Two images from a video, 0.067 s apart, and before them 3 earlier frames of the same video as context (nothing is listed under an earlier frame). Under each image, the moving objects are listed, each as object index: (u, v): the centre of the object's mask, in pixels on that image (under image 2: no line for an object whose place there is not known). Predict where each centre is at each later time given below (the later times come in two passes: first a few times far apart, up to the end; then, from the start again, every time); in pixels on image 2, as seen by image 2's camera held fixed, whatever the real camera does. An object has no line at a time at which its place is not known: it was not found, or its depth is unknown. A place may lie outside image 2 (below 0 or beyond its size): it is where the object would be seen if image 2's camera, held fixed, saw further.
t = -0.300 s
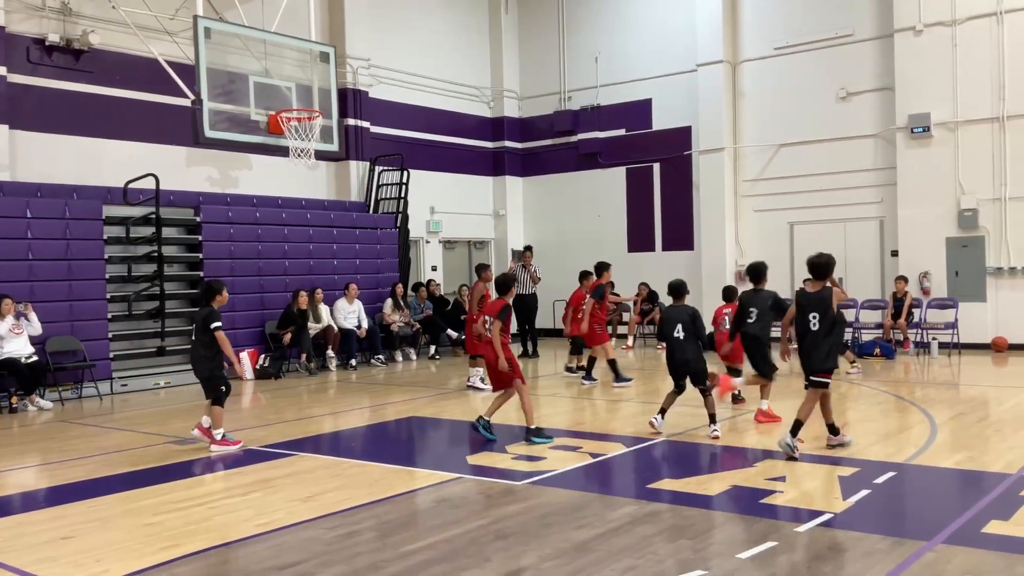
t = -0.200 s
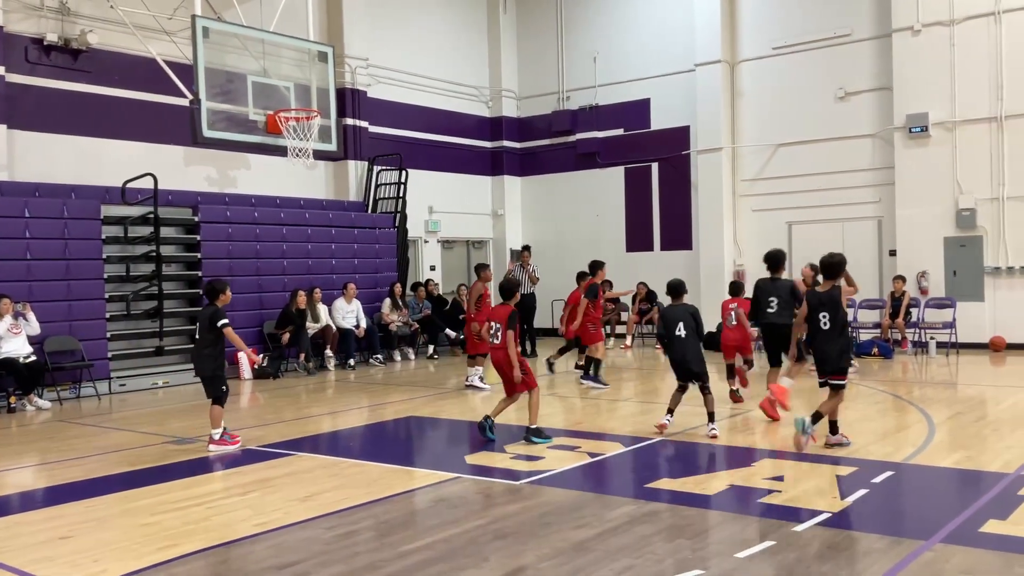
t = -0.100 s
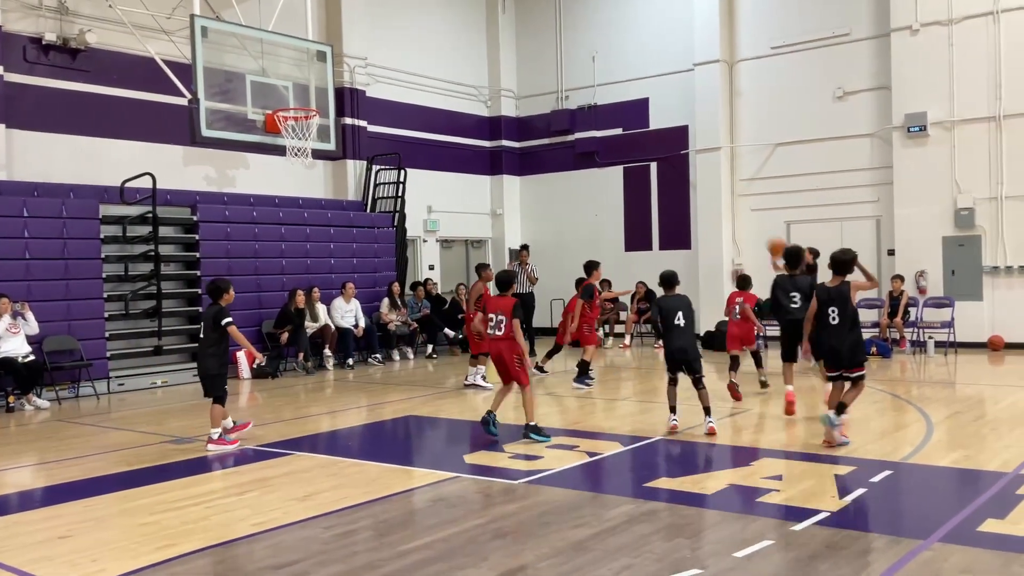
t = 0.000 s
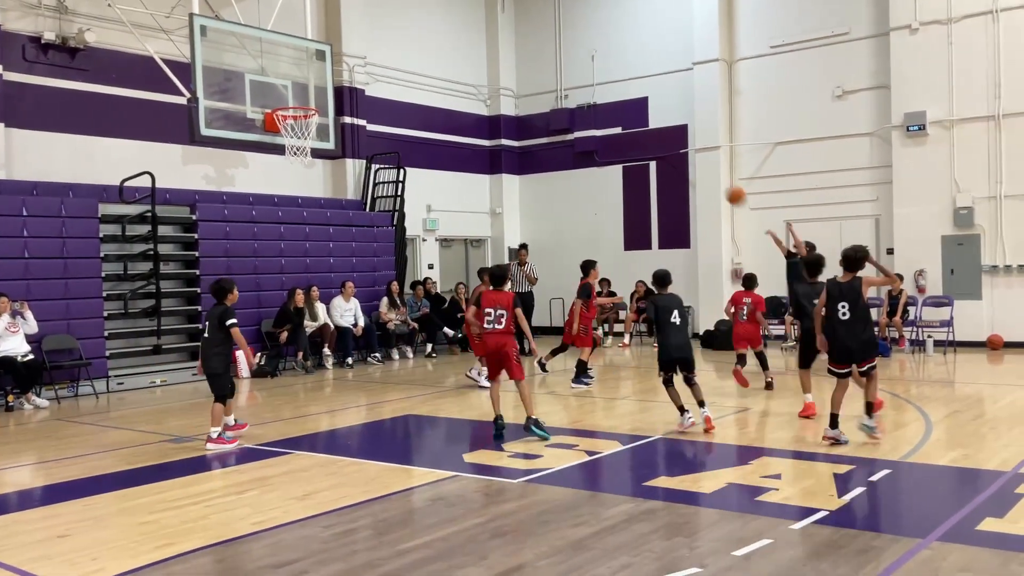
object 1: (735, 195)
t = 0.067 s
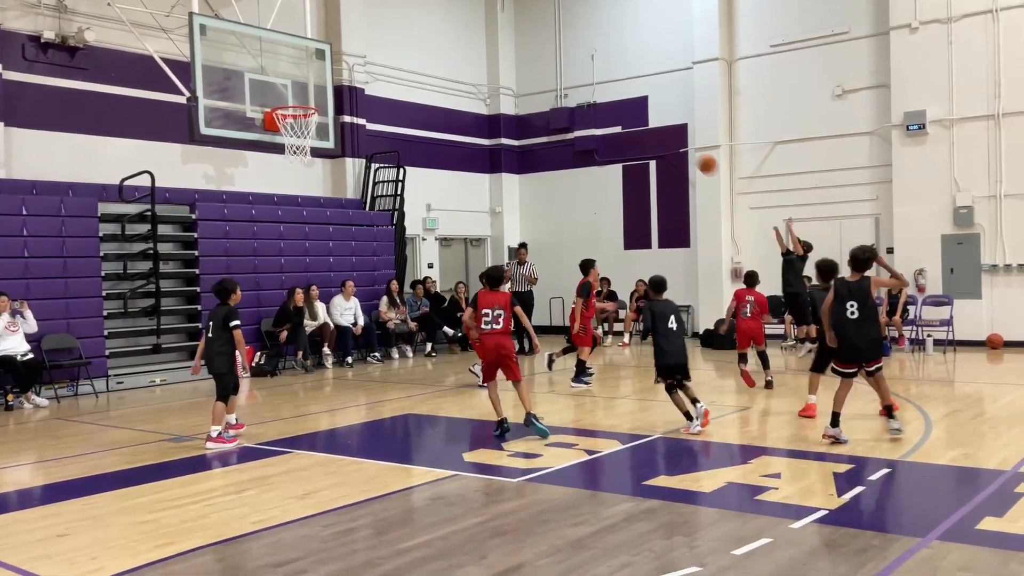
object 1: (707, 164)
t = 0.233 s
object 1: (637, 102)
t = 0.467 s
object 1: (534, 48)
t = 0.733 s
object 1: (415, 42)
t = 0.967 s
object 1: (308, 87)
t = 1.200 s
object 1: (288, 71)
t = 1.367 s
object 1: (293, 65)
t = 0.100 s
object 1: (693, 150)
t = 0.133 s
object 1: (678, 136)
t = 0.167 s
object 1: (665, 125)
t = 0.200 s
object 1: (649, 111)
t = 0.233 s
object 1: (637, 102)
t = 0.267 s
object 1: (621, 91)
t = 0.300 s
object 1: (607, 82)
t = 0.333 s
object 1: (592, 74)
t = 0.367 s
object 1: (578, 66)
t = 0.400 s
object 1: (563, 59)
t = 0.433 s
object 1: (548, 53)
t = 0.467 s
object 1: (534, 48)
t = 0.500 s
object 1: (519, 44)
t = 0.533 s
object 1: (504, 41)
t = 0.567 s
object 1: (490, 39)
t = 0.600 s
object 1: (475, 38)
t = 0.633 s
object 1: (460, 37)
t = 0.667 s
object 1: (445, 38)
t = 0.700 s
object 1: (430, 39)
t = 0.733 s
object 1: (415, 42)
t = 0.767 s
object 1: (400, 45)
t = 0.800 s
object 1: (385, 49)
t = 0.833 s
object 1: (370, 55)
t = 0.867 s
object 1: (355, 61)
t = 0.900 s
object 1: (340, 69)
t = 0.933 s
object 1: (324, 77)
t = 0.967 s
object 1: (308, 87)
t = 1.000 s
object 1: (293, 97)
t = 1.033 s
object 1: (285, 100)
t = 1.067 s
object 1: (286, 94)
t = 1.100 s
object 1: (286, 87)
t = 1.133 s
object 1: (287, 81)
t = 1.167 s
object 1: (288, 76)
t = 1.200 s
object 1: (288, 71)
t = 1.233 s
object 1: (289, 68)
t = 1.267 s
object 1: (290, 66)
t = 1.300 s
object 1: (291, 64)
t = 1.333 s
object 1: (292, 64)
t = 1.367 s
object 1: (293, 65)
